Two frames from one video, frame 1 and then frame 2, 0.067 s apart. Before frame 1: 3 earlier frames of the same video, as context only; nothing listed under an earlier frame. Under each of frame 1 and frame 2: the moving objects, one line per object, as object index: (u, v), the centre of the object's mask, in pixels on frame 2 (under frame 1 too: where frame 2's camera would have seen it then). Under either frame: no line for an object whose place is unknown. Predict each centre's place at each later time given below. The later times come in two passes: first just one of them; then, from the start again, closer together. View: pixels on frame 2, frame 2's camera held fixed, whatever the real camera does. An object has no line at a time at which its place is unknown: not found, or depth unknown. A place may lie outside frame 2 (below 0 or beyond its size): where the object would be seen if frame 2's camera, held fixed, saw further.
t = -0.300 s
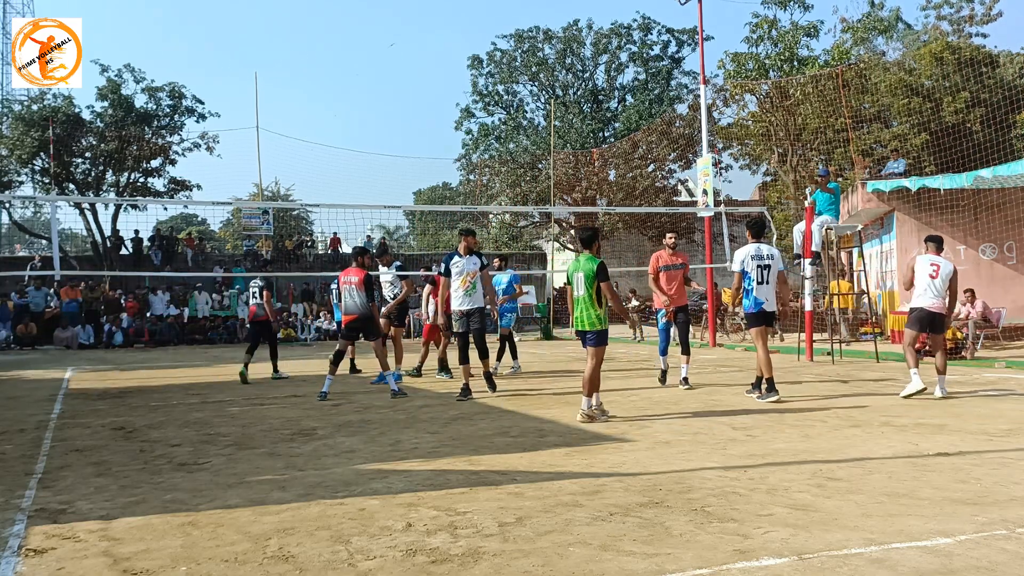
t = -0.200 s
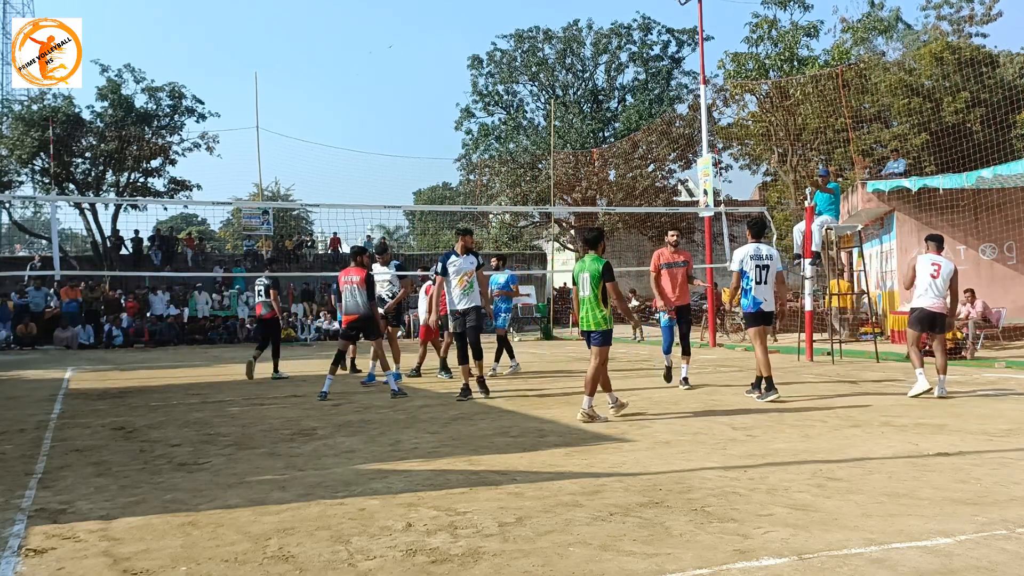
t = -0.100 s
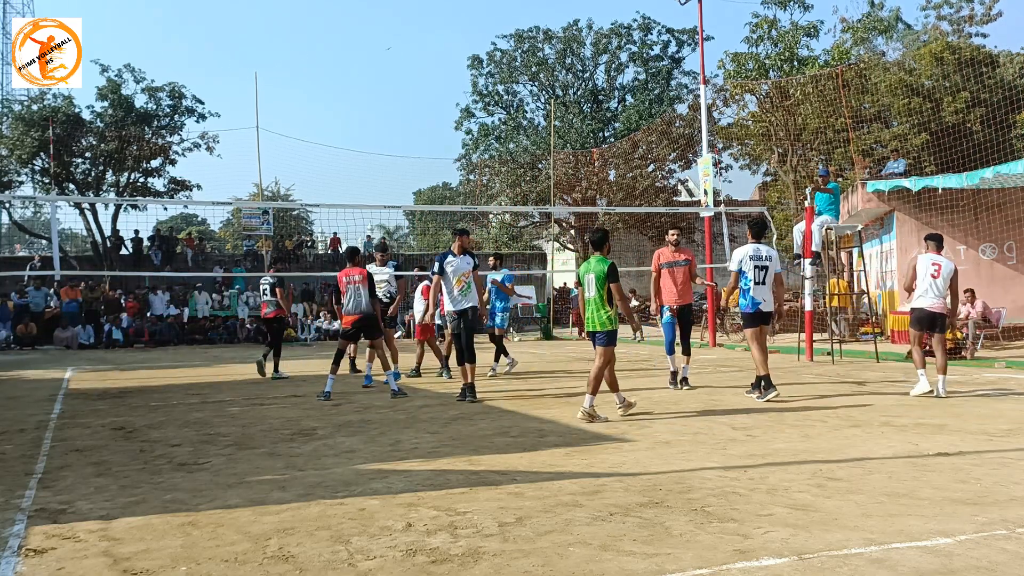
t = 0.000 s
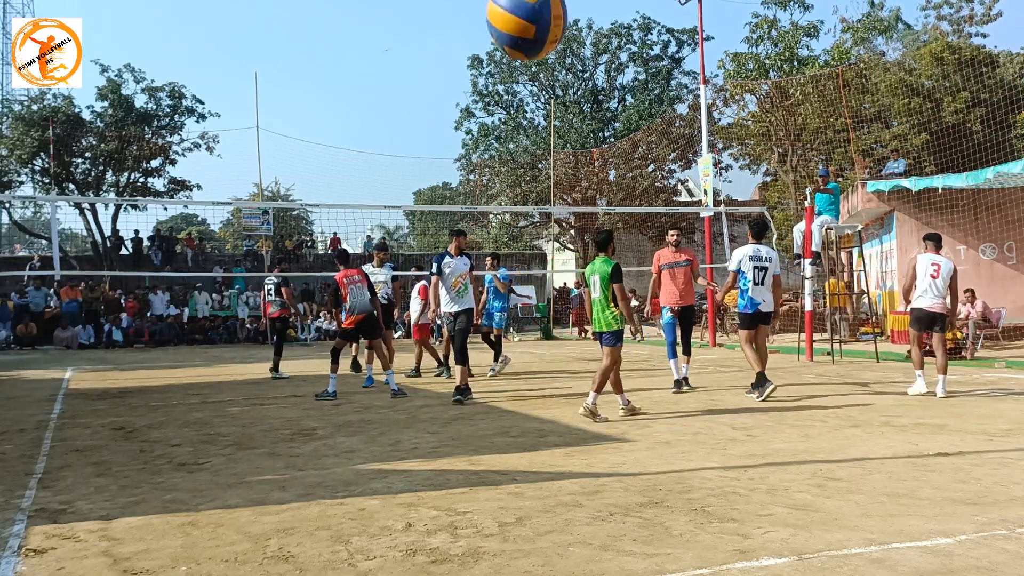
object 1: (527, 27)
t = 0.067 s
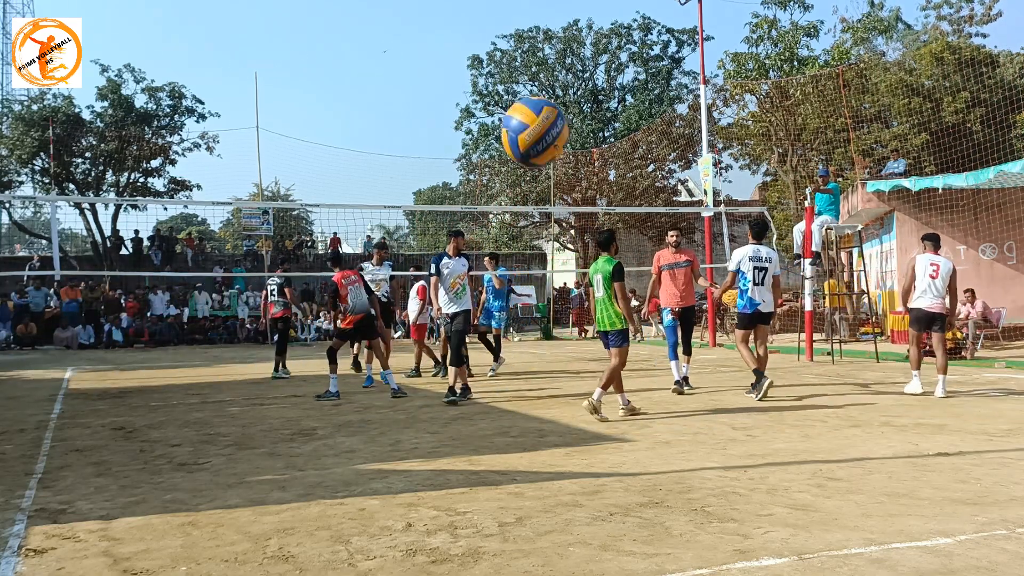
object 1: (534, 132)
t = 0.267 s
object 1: (554, 379)
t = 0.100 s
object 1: (538, 182)
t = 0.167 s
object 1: (545, 269)
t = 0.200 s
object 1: (547, 307)
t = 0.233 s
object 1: (551, 345)
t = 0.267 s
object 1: (554, 379)
